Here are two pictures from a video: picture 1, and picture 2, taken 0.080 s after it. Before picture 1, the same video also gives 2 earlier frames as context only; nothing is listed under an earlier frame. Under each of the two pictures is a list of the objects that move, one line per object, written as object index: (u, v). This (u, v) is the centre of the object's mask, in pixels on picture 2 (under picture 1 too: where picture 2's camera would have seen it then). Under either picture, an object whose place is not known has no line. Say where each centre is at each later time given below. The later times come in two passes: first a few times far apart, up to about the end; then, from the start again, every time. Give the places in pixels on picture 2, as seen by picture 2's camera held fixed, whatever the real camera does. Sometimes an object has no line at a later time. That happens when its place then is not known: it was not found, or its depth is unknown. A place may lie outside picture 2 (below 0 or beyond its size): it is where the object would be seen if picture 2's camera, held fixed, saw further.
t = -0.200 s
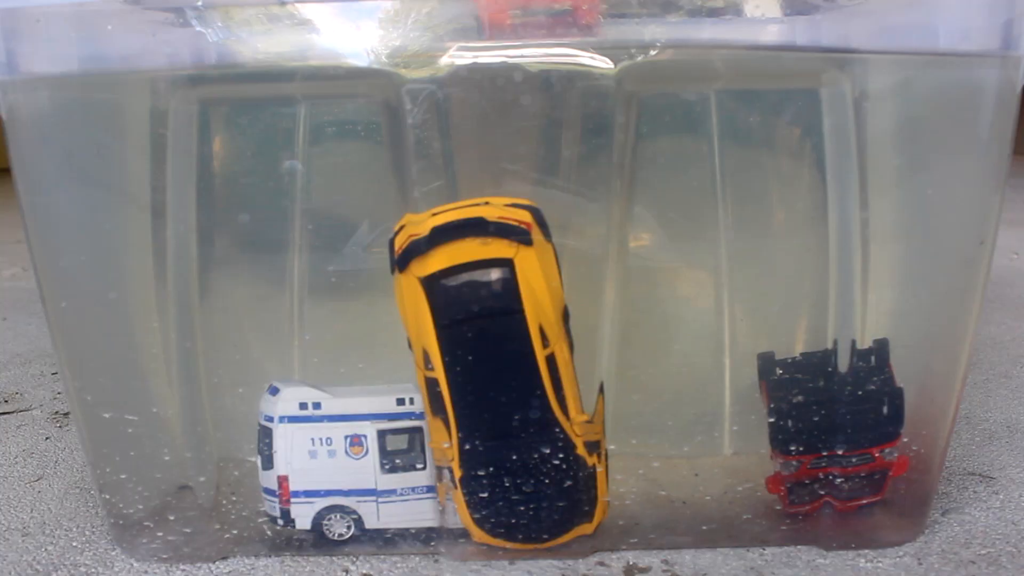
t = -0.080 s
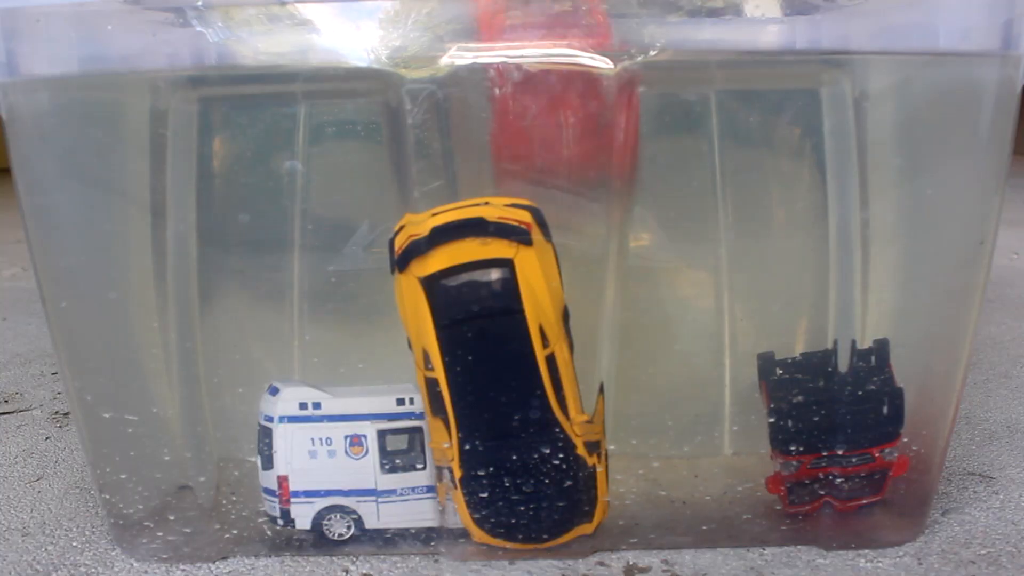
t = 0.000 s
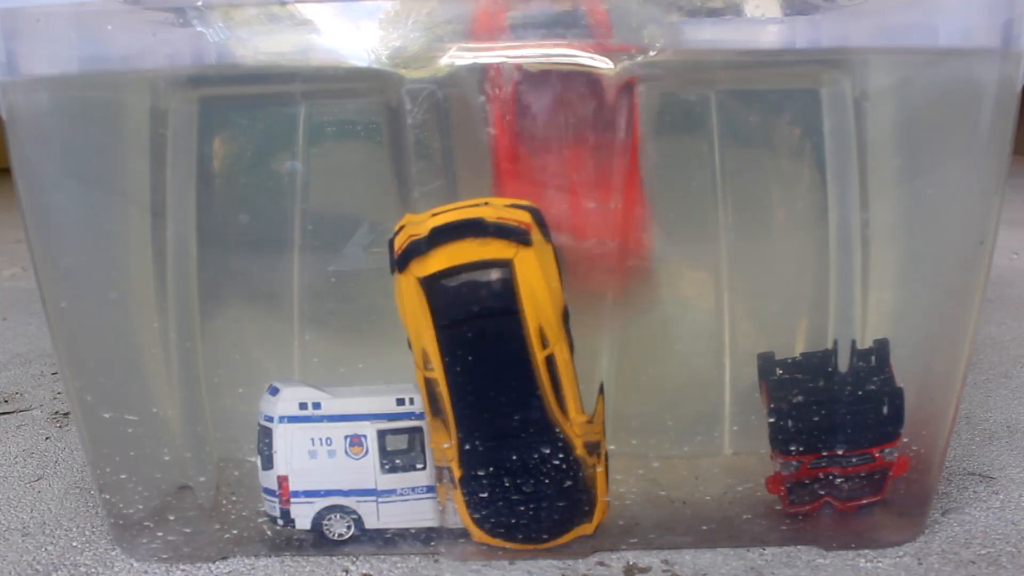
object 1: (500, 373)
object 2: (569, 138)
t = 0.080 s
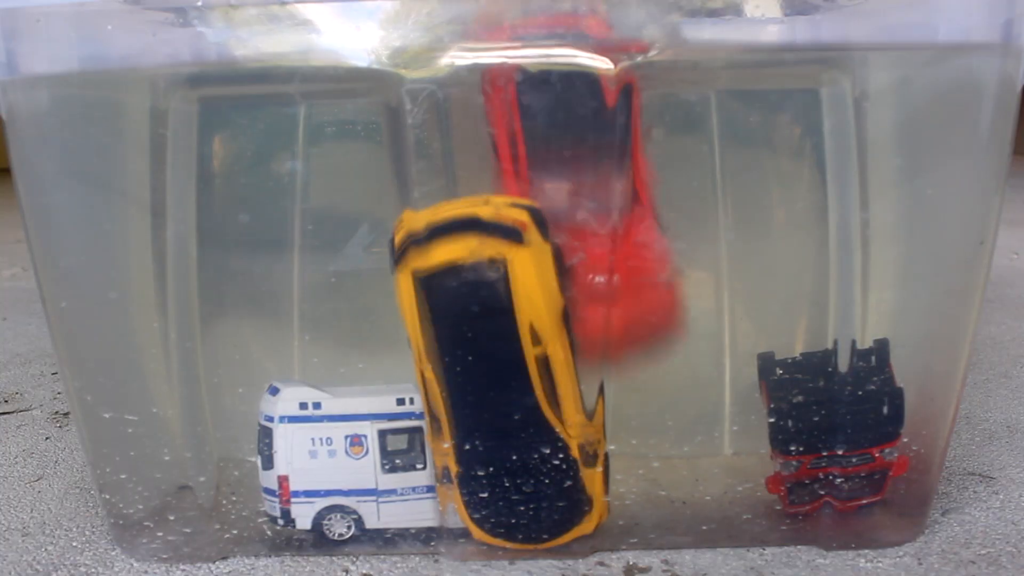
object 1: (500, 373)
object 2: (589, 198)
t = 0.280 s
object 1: (498, 371)
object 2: (621, 254)
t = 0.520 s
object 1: (495, 370)
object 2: (653, 354)
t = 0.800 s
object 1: (493, 373)
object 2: (657, 380)
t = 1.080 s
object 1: (486, 374)
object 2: (660, 405)
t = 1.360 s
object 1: (473, 376)
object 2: (657, 414)
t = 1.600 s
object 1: (459, 378)
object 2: (653, 416)
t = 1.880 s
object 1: (446, 385)
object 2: (651, 436)
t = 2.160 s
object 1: (443, 388)
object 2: (649, 434)
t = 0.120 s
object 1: (500, 372)
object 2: (593, 196)
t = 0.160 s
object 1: (500, 372)
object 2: (602, 218)
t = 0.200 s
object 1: (499, 371)
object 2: (609, 237)
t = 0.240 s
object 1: (499, 371)
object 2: (614, 244)
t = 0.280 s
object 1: (498, 371)
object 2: (621, 254)
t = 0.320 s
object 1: (497, 371)
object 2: (629, 258)
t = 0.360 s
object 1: (497, 370)
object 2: (632, 290)
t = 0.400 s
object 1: (496, 370)
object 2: (639, 309)
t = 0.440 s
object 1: (496, 370)
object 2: (642, 322)
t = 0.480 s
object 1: (495, 369)
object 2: (650, 345)
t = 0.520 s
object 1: (495, 370)
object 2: (653, 354)
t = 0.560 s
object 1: (495, 370)
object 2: (655, 357)
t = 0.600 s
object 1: (495, 370)
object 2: (663, 359)
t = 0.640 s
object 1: (495, 371)
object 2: (656, 362)
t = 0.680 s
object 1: (495, 372)
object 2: (657, 371)
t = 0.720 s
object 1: (494, 372)
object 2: (657, 373)
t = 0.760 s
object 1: (494, 373)
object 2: (656, 378)
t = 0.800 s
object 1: (493, 373)
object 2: (657, 380)
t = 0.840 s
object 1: (493, 374)
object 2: (658, 384)
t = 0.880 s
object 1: (492, 374)
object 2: (660, 386)
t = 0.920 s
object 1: (491, 374)
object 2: (660, 390)
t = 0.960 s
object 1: (490, 374)
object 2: (661, 392)
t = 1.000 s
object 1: (488, 374)
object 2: (661, 398)
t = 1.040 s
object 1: (487, 374)
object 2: (661, 401)
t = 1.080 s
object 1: (486, 374)
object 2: (660, 405)
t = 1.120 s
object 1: (484, 374)
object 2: (660, 408)
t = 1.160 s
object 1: (483, 375)
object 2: (659, 410)
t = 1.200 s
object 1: (481, 375)
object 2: (658, 411)
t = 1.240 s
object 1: (480, 375)
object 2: (658, 412)
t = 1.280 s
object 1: (477, 375)
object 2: (658, 413)
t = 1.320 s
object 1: (475, 375)
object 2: (657, 413)
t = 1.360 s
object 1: (473, 376)
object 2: (657, 414)
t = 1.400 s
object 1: (470, 375)
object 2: (657, 413)
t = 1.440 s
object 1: (468, 377)
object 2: (656, 414)
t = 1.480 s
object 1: (465, 376)
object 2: (655, 413)
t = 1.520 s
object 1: (463, 378)
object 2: (654, 416)
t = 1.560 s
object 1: (461, 377)
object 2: (654, 415)
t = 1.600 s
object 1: (459, 378)
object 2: (653, 416)
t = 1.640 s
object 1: (457, 379)
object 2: (652, 417)
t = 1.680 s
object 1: (456, 379)
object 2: (653, 419)
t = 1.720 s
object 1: (453, 380)
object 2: (652, 422)
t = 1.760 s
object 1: (452, 381)
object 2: (653, 424)
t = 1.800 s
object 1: (449, 382)
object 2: (651, 431)
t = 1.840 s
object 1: (448, 383)
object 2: (651, 432)
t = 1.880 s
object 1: (446, 385)
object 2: (651, 436)
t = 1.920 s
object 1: (446, 386)
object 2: (651, 436)
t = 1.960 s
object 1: (443, 386)
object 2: (650, 436)
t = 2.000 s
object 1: (444, 387)
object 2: (650, 435)
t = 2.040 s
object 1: (444, 388)
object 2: (649, 435)
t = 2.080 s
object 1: (444, 388)
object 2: (649, 434)
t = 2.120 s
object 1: (444, 388)
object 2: (649, 434)
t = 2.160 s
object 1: (443, 388)
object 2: (649, 434)
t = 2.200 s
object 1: (444, 388)
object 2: (649, 434)
